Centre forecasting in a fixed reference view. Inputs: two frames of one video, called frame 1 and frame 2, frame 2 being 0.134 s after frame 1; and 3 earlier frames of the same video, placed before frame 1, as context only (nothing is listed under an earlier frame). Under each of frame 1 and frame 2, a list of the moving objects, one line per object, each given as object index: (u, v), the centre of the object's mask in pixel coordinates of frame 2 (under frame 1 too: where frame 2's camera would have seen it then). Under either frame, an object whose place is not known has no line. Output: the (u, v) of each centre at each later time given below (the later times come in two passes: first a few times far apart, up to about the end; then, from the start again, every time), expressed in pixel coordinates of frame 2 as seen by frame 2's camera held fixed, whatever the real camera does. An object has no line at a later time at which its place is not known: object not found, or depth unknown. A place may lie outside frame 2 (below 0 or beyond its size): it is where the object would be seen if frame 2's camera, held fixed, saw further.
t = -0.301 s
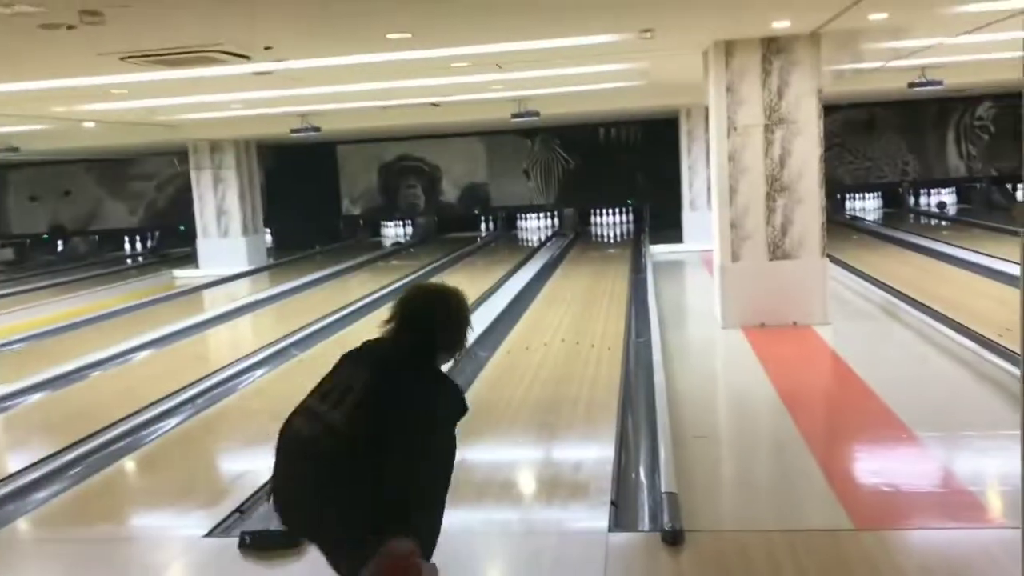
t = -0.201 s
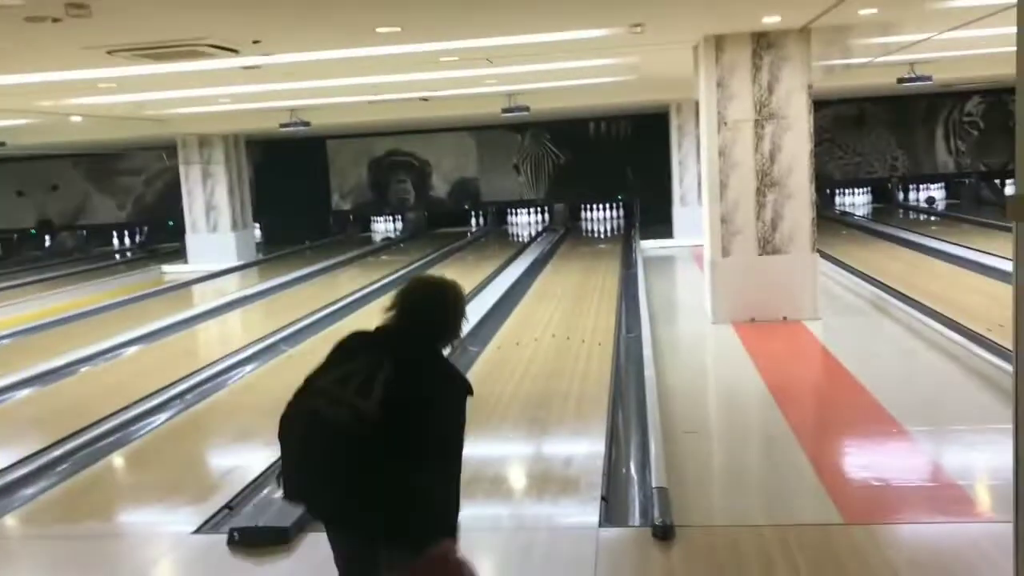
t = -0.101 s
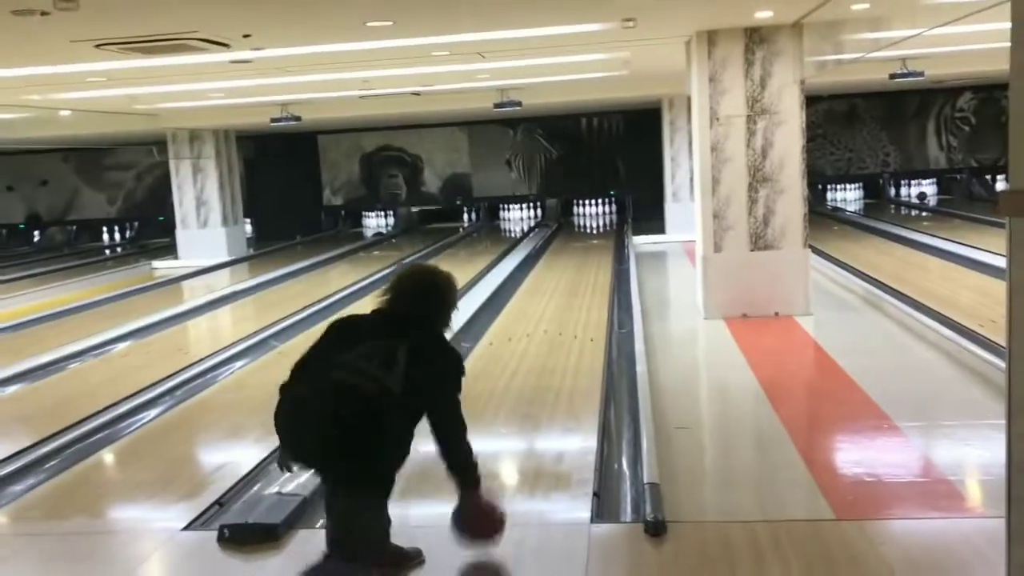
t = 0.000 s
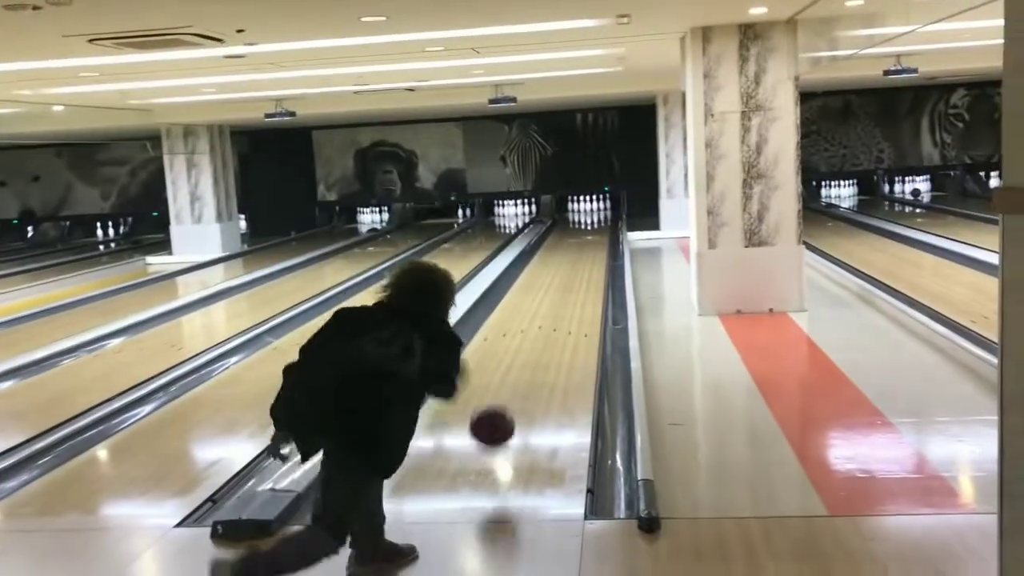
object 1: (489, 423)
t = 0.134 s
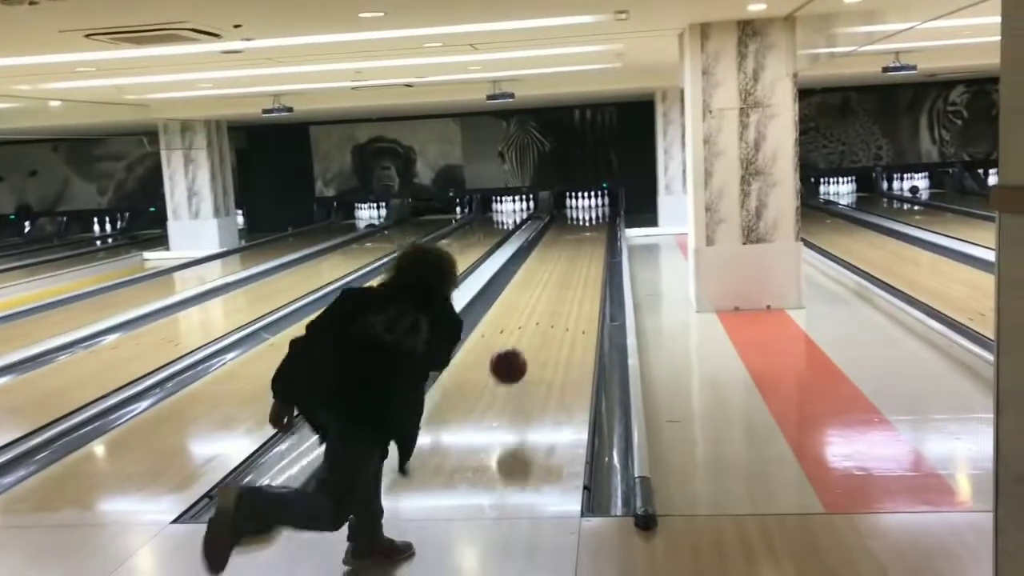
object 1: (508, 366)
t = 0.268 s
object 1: (523, 351)
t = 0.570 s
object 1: (539, 305)
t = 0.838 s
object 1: (552, 274)
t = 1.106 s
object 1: (560, 254)
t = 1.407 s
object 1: (566, 239)
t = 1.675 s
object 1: (570, 228)
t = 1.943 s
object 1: (573, 219)
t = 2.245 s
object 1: (575, 214)
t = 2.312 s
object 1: (576, 213)
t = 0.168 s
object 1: (512, 359)
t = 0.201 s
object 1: (516, 355)
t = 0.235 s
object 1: (519, 352)
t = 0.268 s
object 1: (523, 351)
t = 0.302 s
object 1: (526, 352)
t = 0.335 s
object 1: (529, 344)
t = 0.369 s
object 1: (531, 337)
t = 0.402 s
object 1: (533, 331)
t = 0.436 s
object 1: (536, 325)
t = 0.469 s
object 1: (537, 319)
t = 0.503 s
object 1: (539, 314)
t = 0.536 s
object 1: (541, 309)
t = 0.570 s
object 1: (539, 305)
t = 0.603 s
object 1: (541, 299)
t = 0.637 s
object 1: (543, 294)
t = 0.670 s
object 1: (543, 290)
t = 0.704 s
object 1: (543, 287)
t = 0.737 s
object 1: (549, 284)
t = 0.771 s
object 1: (550, 280)
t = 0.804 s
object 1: (551, 278)
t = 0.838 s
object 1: (552, 274)
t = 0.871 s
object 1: (554, 272)
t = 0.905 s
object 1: (555, 269)
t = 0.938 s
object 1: (555, 266)
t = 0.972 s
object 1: (556, 264)
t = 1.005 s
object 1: (557, 261)
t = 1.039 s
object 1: (558, 258)
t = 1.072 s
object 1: (559, 256)
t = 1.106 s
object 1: (560, 254)
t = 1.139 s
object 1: (561, 252)
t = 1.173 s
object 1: (562, 250)
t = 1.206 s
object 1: (562, 248)
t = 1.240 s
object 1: (563, 247)
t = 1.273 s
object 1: (564, 245)
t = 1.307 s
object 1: (565, 243)
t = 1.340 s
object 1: (566, 241)
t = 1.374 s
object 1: (566, 240)
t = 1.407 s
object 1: (566, 239)
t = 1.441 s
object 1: (567, 237)
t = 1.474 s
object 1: (567, 235)
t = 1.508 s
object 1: (569, 233)
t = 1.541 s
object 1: (569, 232)
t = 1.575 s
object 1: (569, 231)
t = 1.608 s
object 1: (570, 230)
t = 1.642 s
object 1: (570, 229)
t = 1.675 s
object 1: (570, 228)
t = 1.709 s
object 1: (571, 227)
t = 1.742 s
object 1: (571, 227)
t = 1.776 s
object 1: (572, 225)
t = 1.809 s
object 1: (572, 223)
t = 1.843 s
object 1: (572, 222)
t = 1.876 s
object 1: (573, 221)
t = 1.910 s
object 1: (573, 220)
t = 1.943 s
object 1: (573, 219)
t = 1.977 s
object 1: (574, 217)
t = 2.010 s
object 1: (574, 217)
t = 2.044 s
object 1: (574, 217)
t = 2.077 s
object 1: (574, 217)
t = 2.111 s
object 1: (574, 216)
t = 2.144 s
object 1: (575, 215)
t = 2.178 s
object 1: (575, 215)
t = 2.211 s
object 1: (575, 214)
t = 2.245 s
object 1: (575, 214)
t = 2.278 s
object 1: (575, 213)
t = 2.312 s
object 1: (576, 213)
